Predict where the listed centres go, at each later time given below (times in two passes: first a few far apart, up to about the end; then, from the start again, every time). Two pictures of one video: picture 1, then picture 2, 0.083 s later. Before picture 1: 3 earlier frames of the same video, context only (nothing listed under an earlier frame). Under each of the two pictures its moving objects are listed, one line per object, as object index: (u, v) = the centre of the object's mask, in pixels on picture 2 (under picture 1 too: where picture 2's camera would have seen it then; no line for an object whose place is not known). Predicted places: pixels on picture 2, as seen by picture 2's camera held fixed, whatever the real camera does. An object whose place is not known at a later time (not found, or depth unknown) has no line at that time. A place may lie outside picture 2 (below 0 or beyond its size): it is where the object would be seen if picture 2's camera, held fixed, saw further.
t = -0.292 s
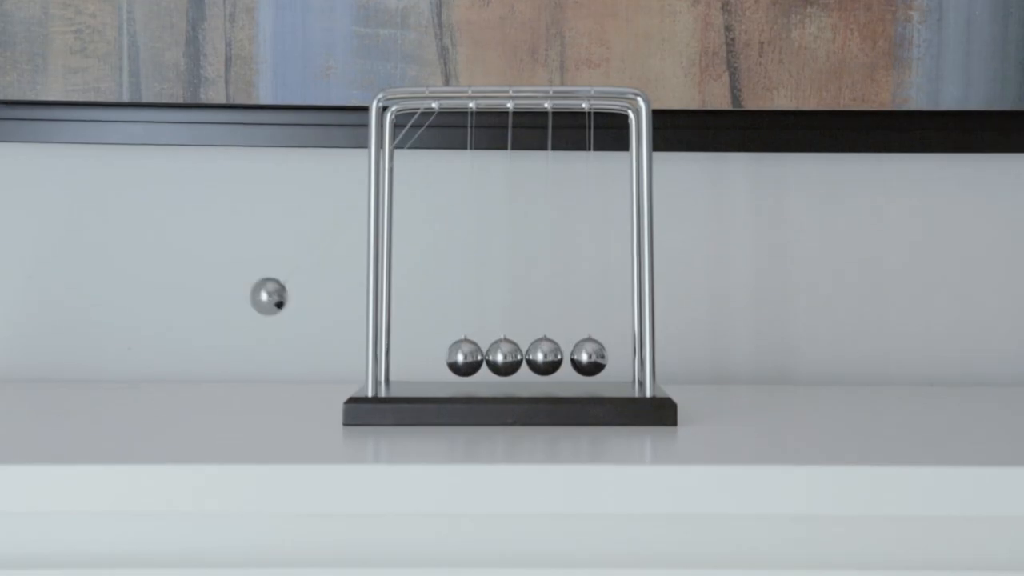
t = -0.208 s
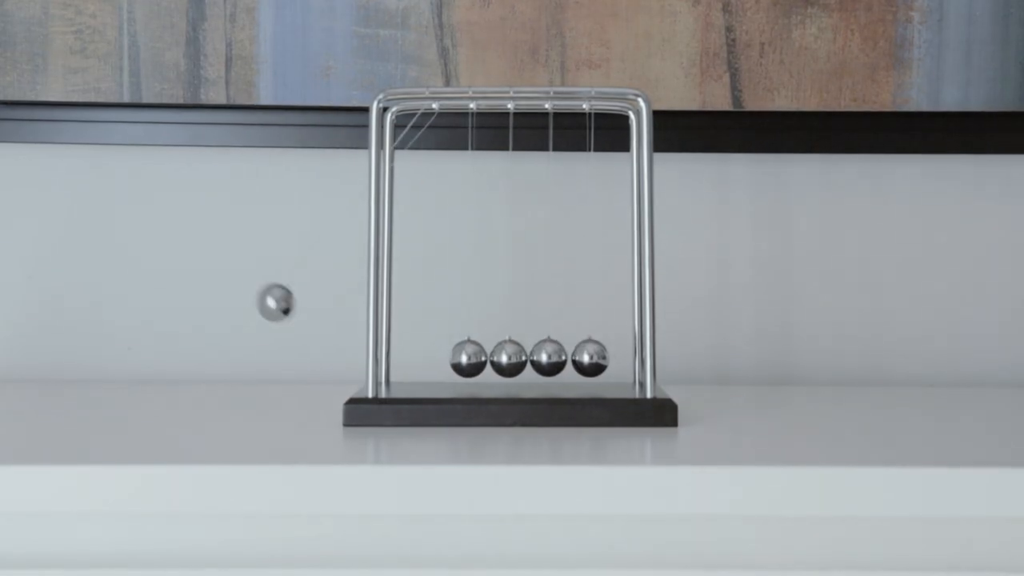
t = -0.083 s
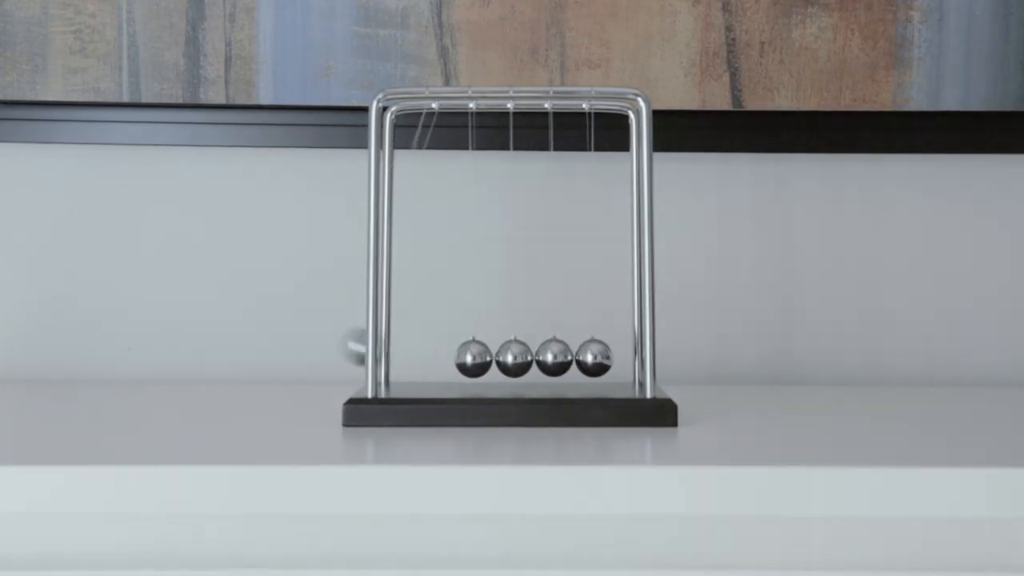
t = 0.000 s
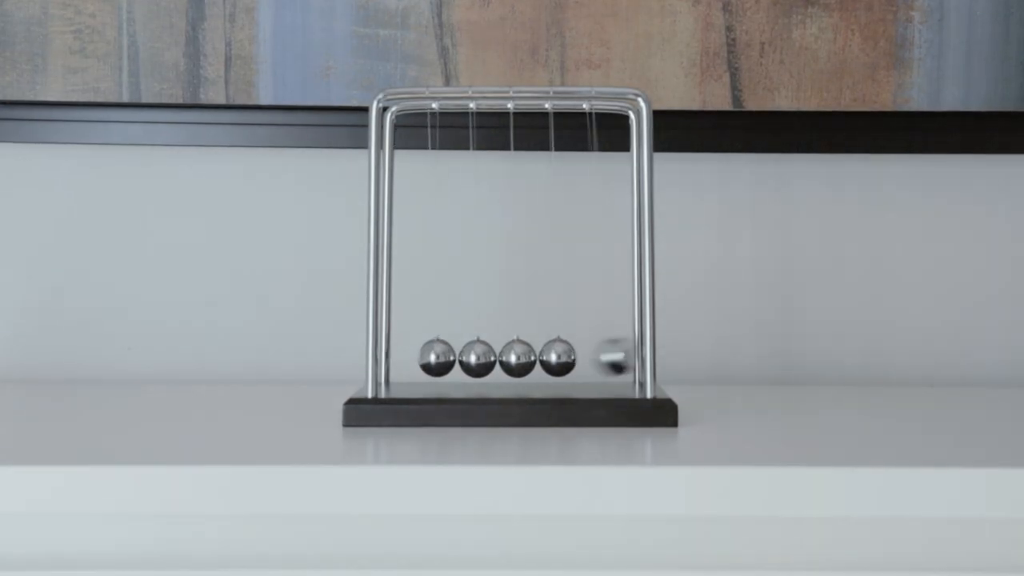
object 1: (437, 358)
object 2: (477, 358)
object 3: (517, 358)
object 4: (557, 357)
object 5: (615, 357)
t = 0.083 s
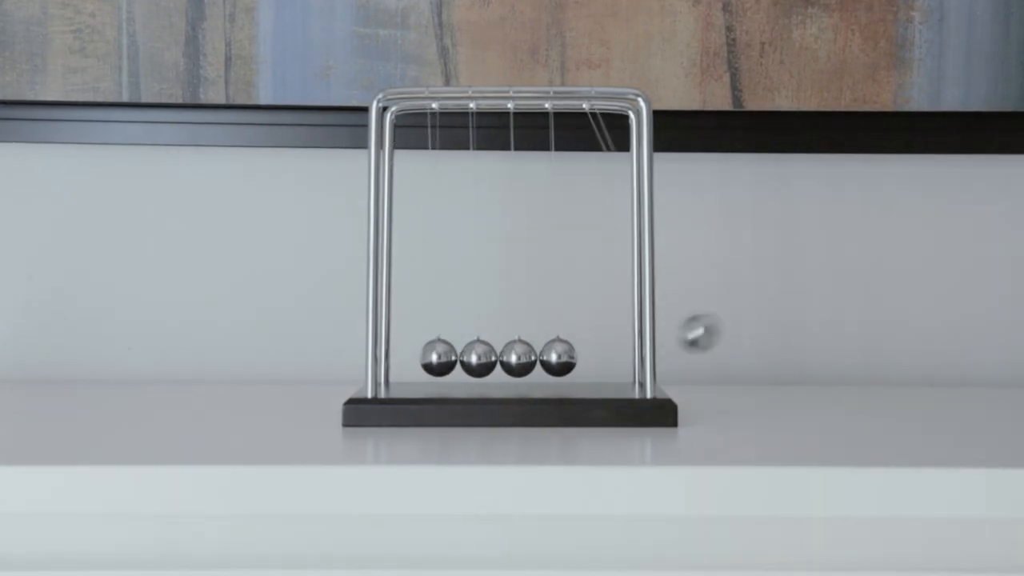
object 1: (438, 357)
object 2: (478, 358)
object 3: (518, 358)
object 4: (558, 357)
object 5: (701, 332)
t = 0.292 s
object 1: (431, 358)
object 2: (474, 358)
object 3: (513, 358)
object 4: (553, 357)
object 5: (742, 308)
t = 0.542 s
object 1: (347, 344)
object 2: (464, 358)
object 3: (504, 358)
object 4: (544, 357)
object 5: (584, 358)
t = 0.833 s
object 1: (314, 328)
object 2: (472, 358)
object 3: (512, 358)
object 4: (551, 357)
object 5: (594, 358)
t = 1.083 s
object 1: (437, 358)
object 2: (479, 358)
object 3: (518, 358)
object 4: (558, 357)
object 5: (715, 325)
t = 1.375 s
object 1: (428, 358)
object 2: (467, 358)
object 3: (507, 358)
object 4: (547, 357)
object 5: (668, 348)
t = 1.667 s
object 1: (275, 303)
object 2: (468, 358)
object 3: (508, 358)
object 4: (548, 357)
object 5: (588, 358)
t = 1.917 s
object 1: (426, 357)
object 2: (477, 359)
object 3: (517, 358)
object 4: (557, 357)
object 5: (596, 358)
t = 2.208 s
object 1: (432, 358)
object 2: (472, 358)
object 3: (511, 358)
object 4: (551, 357)
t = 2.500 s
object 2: (465, 358)
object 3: (505, 358)
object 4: (545, 357)
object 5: (585, 358)
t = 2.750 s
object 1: (303, 324)
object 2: (474, 358)
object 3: (514, 358)
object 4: (553, 358)
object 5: (593, 358)
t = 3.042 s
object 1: (430, 357)
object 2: (478, 358)
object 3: (517, 358)
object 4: (557, 357)
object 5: (718, 324)
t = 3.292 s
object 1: (425, 357)
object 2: (468, 358)
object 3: (507, 358)
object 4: (547, 357)
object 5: (677, 343)
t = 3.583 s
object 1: (285, 312)
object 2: (469, 358)
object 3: (508, 358)
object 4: (548, 357)
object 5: (591, 358)
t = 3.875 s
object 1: (437, 358)
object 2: (477, 358)
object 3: (517, 358)
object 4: (557, 357)
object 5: (603, 357)
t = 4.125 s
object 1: (431, 358)
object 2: (471, 359)
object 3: (511, 358)
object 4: (550, 358)
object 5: (738, 312)
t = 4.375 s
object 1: (405, 356)
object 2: (467, 358)
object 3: (506, 358)
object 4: (546, 358)
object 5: (586, 358)
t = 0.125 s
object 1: (438, 358)
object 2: (478, 358)
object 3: (518, 358)
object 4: (557, 357)
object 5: (727, 317)
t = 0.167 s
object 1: (437, 358)
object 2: (477, 358)
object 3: (517, 358)
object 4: (557, 357)
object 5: (746, 305)
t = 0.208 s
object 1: (435, 358)
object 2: (477, 358)
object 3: (517, 358)
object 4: (556, 357)
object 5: (754, 298)
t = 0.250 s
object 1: (433, 358)
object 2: (476, 358)
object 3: (515, 358)
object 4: (555, 357)
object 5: (753, 299)
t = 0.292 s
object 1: (431, 358)
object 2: (474, 358)
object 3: (513, 358)
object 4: (553, 357)
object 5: (742, 308)
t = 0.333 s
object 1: (429, 358)
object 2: (472, 358)
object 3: (512, 358)
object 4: (551, 357)
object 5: (720, 322)
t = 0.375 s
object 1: (427, 358)
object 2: (470, 358)
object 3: (510, 358)
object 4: (549, 357)
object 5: (688, 339)
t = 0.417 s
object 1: (426, 358)
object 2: (468, 358)
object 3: (508, 358)
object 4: (548, 357)
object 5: (643, 352)
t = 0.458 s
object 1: (425, 358)
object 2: (466, 358)
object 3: (506, 358)
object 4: (546, 357)
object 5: (599, 357)
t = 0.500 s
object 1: (396, 355)
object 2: (465, 358)
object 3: (505, 358)
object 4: (544, 357)
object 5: (585, 358)
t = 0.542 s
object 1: (347, 344)
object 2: (464, 358)
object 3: (504, 358)
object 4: (544, 357)
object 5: (584, 358)
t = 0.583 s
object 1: (315, 329)
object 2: (463, 358)
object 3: (504, 358)
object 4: (544, 357)
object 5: (585, 358)
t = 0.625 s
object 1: (290, 314)
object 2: (464, 358)
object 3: (504, 358)
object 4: (544, 357)
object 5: (587, 358)
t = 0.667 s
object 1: (276, 303)
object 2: (465, 358)
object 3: (505, 358)
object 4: (544, 357)
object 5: (589, 358)
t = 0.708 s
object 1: (271, 299)
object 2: (466, 358)
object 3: (506, 358)
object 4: (546, 357)
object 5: (590, 358)
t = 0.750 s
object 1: (275, 303)
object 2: (468, 358)
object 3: (508, 358)
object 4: (547, 357)
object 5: (592, 358)
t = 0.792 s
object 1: (289, 313)
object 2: (470, 358)
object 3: (510, 358)
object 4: (549, 357)
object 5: (593, 358)
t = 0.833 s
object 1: (314, 328)
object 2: (472, 358)
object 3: (512, 358)
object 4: (551, 357)
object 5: (594, 358)
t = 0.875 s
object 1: (346, 343)
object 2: (474, 358)
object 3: (514, 358)
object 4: (553, 357)
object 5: (595, 358)
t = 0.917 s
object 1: (398, 356)
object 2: (476, 358)
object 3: (516, 358)
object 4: (555, 358)
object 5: (596, 358)
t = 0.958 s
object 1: (437, 358)
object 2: (477, 358)
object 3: (517, 358)
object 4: (557, 357)
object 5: (597, 358)
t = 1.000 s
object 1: (438, 358)
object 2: (478, 358)
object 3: (518, 358)
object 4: (558, 357)
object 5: (643, 352)
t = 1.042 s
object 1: (437, 358)
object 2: (479, 358)
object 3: (518, 358)
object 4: (558, 357)
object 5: (684, 340)
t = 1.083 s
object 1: (437, 358)
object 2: (479, 358)
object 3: (518, 358)
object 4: (558, 357)
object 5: (715, 325)
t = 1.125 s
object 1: (435, 358)
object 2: (478, 358)
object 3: (517, 358)
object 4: (557, 357)
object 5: (737, 312)
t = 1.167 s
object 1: (434, 358)
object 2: (476, 358)
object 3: (516, 358)
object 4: (556, 357)
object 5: (748, 303)
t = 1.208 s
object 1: (433, 358)
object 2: (475, 358)
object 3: (514, 358)
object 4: (554, 357)
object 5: (750, 302)
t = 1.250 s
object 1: (432, 358)
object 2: (473, 359)
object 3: (512, 358)
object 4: (552, 357)
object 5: (743, 307)
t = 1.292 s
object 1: (430, 358)
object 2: (470, 359)
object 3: (510, 358)
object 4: (550, 357)
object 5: (725, 320)
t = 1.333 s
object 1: (430, 358)
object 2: (469, 358)
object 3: (508, 358)
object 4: (548, 357)
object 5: (697, 335)
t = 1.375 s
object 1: (428, 358)
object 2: (467, 358)
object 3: (507, 358)
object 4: (547, 357)
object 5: (668, 348)
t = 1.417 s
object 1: (426, 358)
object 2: (466, 358)
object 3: (506, 358)
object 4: (546, 357)
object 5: (612, 357)
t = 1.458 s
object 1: (409, 356)
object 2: (465, 358)
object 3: (505, 358)
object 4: (544, 357)
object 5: (585, 358)
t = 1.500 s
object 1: (355, 348)
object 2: (464, 358)
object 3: (504, 358)
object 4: (544, 357)
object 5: (584, 358)
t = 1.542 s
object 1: (328, 336)
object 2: (465, 358)
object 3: (505, 358)
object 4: (544, 357)
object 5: (584, 358)
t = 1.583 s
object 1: (300, 321)
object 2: (466, 358)
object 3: (505, 358)
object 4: (545, 357)
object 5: (585, 358)
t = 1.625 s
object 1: (283, 310)
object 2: (467, 358)
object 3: (506, 358)
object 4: (546, 357)
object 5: (586, 358)
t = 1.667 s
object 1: (275, 303)
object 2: (468, 358)
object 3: (508, 358)
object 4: (548, 357)
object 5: (588, 358)
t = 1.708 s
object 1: (276, 304)
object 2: (470, 359)
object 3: (509, 358)
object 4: (549, 358)
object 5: (590, 358)
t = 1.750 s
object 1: (286, 312)
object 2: (472, 358)
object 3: (511, 358)
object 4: (551, 357)
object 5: (591, 358)
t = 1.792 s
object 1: (307, 325)
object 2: (473, 358)
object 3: (513, 358)
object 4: (553, 357)
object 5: (593, 358)
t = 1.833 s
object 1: (339, 340)
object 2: (475, 358)
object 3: (515, 358)
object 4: (554, 357)
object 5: (594, 358)
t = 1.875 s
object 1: (389, 353)
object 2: (476, 358)
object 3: (516, 358)
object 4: (556, 357)
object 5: (595, 358)
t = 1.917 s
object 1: (426, 357)
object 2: (477, 359)
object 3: (517, 358)
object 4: (557, 357)
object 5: (596, 358)
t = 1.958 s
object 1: (438, 358)
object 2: (478, 358)
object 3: (517, 358)
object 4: (557, 357)
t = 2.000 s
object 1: (438, 358)
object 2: (478, 358)
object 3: (517, 358)
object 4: (557, 357)
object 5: (672, 345)
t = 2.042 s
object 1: (438, 358)
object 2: (477, 358)
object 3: (517, 358)
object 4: (557, 357)
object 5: (704, 331)
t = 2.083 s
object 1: (437, 358)
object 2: (476, 358)
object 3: (516, 358)
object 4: (556, 357)
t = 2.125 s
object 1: (436, 358)
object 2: (475, 358)
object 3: (515, 358)
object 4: (554, 357)
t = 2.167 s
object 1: (434, 358)
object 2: (473, 358)
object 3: (513, 358)
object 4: (553, 357)
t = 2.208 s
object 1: (432, 358)
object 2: (472, 358)
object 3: (511, 358)
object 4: (551, 357)
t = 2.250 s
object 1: (430, 358)
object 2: (470, 358)
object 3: (509, 358)
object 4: (549, 357)
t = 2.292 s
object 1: (429, 358)
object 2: (468, 358)
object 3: (508, 358)
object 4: (548, 358)
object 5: (704, 332)
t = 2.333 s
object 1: (428, 358)
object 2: (467, 358)
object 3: (507, 358)
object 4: (546, 357)
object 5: (673, 345)
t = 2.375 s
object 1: (427, 358)
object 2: (466, 358)
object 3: (506, 358)
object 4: (545, 357)
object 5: (623, 356)
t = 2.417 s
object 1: (424, 357)
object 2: (465, 358)
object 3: (505, 358)
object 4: (545, 357)
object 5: (585, 358)
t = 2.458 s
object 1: (387, 352)
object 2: (465, 358)
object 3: (505, 358)
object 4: (545, 357)
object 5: (585, 358)
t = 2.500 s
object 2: (465, 358)
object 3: (505, 358)
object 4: (545, 357)
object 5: (585, 358)
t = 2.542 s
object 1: (311, 327)
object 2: (466, 358)
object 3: (506, 358)
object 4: (546, 357)
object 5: (586, 358)
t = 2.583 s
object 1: (290, 315)
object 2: (467, 358)
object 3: (507, 358)
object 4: (547, 357)
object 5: (587, 358)
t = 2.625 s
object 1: (279, 307)
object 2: (469, 358)
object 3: (509, 358)
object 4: (549, 357)
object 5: (588, 358)
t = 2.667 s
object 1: (279, 306)
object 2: (471, 358)
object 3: (510, 358)
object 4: (550, 357)
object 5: (590, 358)
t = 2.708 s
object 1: (287, 311)
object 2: (472, 358)
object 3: (512, 358)
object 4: (552, 357)
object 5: (591, 358)
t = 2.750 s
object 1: (303, 324)
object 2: (474, 358)
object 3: (514, 358)
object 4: (553, 358)
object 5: (593, 358)
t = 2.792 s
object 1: (332, 337)
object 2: (475, 358)
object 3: (515, 358)
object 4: (554, 357)
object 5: (595, 358)
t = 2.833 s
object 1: (363, 350)
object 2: (476, 358)
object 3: (516, 358)
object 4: (555, 357)
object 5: (596, 358)
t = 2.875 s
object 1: (413, 357)
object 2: (477, 358)
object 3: (516, 358)
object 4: (556, 357)
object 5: (597, 358)
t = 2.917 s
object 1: (437, 358)
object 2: (477, 358)
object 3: (518, 358)
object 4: (557, 357)
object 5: (613, 357)
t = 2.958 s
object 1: (435, 358)
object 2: (478, 358)
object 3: (518, 358)
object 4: (558, 357)
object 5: (666, 349)
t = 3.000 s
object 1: (432, 358)
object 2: (478, 358)
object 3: (518, 358)
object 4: (558, 357)
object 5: (692, 337)
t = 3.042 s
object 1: (430, 357)
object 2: (478, 358)
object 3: (517, 358)
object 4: (557, 357)
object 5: (718, 324)
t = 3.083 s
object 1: (428, 358)
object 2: (476, 358)
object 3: (516, 358)
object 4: (556, 358)
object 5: (734, 314)
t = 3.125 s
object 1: (426, 357)
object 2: (475, 358)
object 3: (515, 358)
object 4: (555, 357)
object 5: (741, 308)
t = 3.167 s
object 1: (425, 358)
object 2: (473, 359)
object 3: (513, 358)
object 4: (553, 358)
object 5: (740, 310)
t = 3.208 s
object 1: (425, 357)
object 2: (471, 358)
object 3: (511, 358)
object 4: (552, 357)
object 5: (729, 317)
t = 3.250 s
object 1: (424, 357)
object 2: (469, 358)
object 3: (509, 358)
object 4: (549, 357)
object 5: (708, 330)
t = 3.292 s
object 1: (425, 357)
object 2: (468, 358)
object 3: (507, 358)
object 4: (547, 357)
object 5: (677, 343)
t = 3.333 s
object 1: (427, 358)
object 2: (466, 358)
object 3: (506, 358)
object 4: (546, 357)
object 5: (630, 355)
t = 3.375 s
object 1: (426, 358)
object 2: (465, 358)
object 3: (505, 358)
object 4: (546, 358)
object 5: (595, 358)
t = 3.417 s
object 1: (395, 355)
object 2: (465, 358)
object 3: (505, 358)
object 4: (544, 357)
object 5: (587, 358)
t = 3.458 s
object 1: (349, 345)
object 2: (465, 358)
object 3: (505, 358)
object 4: (545, 357)
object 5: (588, 358)
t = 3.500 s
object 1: (320, 333)
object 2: (466, 358)
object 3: (506, 358)
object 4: (546, 357)
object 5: (589, 358)
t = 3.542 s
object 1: (298, 321)
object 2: (467, 358)
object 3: (507, 358)
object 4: (547, 357)
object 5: (590, 358)
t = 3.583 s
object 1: (285, 312)
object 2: (469, 358)
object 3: (508, 358)
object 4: (548, 357)
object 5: (591, 358)
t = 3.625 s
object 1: (282, 309)
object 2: (471, 358)
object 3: (510, 358)
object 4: (550, 358)
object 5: (593, 358)
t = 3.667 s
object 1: (286, 314)
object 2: (472, 358)
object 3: (512, 358)
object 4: (552, 358)
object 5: (593, 358)
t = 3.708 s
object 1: (302, 323)
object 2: (474, 358)
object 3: (514, 358)
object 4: (553, 357)
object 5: (594, 358)
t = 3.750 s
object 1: (328, 335)
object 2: (475, 358)
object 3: (515, 358)
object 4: (555, 357)
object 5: (595, 358)
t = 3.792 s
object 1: (354, 347)
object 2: (476, 358)
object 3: (516, 358)
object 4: (556, 357)
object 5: (596, 358)
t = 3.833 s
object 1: (405, 357)
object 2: (476, 358)
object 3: (516, 358)
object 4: (556, 357)
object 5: (597, 358)
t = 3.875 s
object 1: (437, 358)
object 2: (477, 358)
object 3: (517, 358)
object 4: (557, 357)
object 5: (603, 357)
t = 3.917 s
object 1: (437, 358)
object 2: (476, 358)
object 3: (516, 358)
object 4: (557, 357)
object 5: (645, 353)
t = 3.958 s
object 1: (437, 358)
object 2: (476, 358)
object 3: (515, 358)
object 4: (556, 357)
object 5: (682, 342)
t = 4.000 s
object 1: (436, 358)
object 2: (475, 359)
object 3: (514, 358)
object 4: (554, 358)
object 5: (710, 330)
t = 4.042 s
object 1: (434, 358)
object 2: (474, 358)
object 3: (513, 358)
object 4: (553, 358)
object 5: (729, 319)
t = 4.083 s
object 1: (432, 358)
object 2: (472, 359)
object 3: (512, 358)
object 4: (552, 358)
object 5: (738, 313)
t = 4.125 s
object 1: (431, 358)
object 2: (471, 359)
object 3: (511, 358)
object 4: (550, 358)
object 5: (738, 312)
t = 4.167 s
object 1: (429, 358)
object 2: (470, 359)
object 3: (509, 358)
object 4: (549, 358)
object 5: (729, 319)
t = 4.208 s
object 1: (428, 358)
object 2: (468, 359)
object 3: (508, 358)
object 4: (548, 358)
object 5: (710, 330)
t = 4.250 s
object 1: (427, 358)
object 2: (468, 358)
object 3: (507, 358)
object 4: (547, 358)
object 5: (682, 342)
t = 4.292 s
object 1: (427, 358)
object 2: (467, 358)
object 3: (507, 358)
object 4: (546, 358)
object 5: (643, 355)
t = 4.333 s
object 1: (427, 358)
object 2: (467, 358)
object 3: (506, 358)
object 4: (546, 358)
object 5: (603, 357)
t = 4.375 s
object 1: (405, 356)
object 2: (467, 358)
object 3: (506, 358)
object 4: (546, 358)
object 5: (586, 358)
